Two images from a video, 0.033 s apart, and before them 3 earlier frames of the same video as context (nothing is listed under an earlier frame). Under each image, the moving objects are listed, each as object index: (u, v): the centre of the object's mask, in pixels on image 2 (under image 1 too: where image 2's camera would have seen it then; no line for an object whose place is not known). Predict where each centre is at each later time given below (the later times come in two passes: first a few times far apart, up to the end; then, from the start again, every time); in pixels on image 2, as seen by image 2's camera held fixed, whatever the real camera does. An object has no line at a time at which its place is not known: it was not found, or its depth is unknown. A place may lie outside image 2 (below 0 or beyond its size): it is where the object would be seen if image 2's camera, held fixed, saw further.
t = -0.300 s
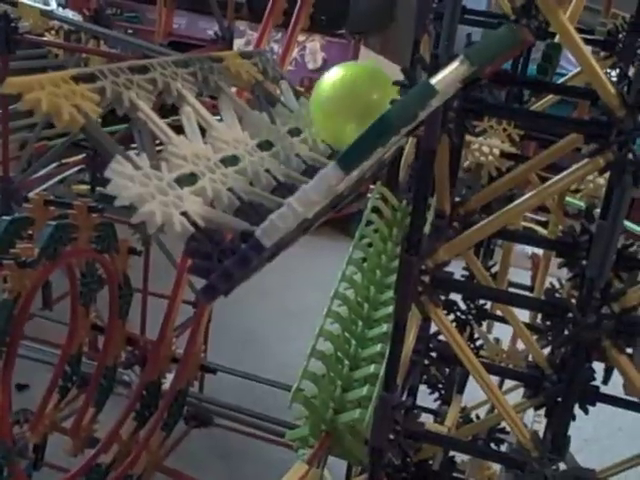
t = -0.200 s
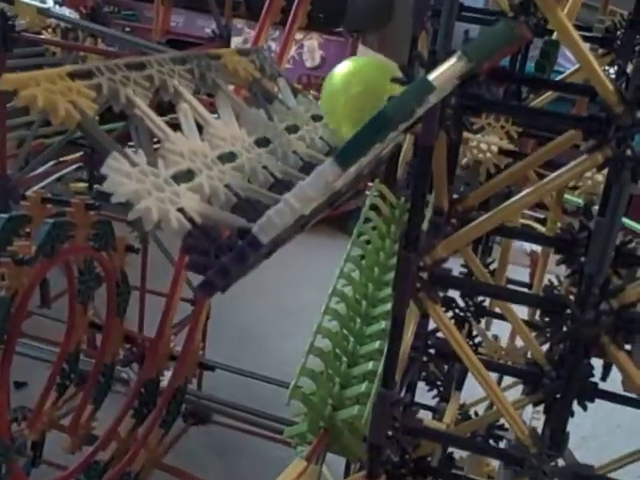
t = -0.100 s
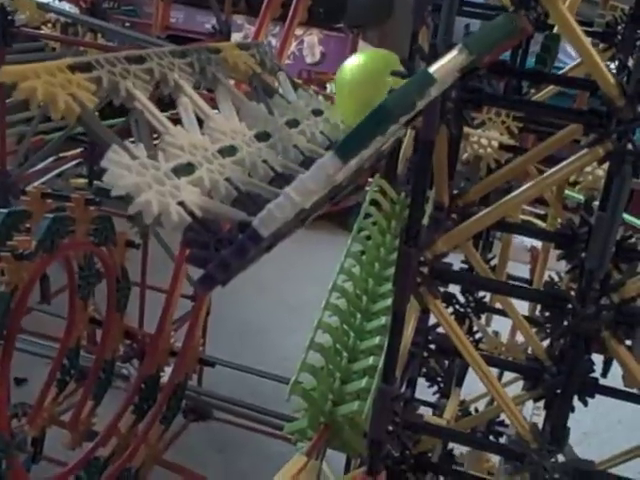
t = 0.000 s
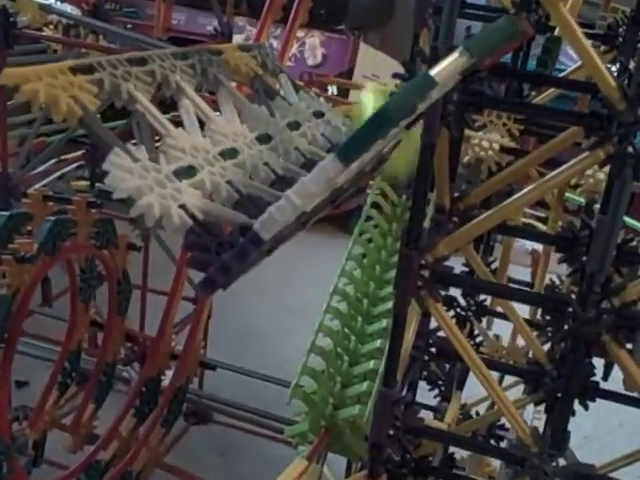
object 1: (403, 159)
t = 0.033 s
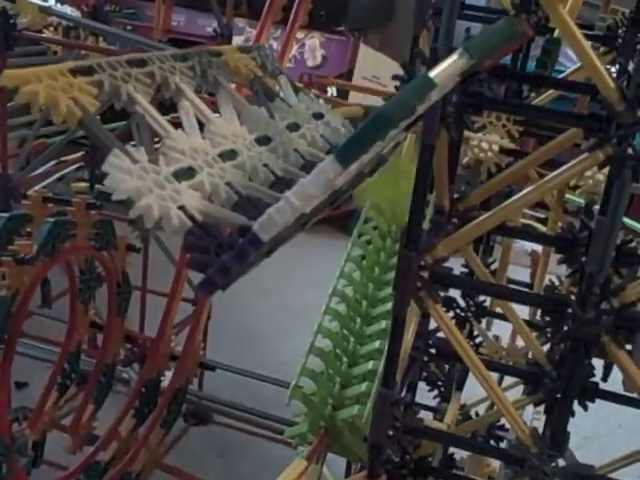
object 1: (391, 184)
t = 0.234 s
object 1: (384, 208)
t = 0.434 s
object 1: (364, 277)
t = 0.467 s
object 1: (360, 293)
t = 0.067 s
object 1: (390, 195)
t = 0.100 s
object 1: (395, 189)
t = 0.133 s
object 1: (395, 191)
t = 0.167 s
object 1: (392, 196)
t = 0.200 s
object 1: (387, 204)
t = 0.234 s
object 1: (384, 208)
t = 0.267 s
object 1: (382, 215)
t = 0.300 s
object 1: (380, 224)
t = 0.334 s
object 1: (375, 237)
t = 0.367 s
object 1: (371, 248)
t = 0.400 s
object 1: (367, 262)
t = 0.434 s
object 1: (364, 277)
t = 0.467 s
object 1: (360, 293)
